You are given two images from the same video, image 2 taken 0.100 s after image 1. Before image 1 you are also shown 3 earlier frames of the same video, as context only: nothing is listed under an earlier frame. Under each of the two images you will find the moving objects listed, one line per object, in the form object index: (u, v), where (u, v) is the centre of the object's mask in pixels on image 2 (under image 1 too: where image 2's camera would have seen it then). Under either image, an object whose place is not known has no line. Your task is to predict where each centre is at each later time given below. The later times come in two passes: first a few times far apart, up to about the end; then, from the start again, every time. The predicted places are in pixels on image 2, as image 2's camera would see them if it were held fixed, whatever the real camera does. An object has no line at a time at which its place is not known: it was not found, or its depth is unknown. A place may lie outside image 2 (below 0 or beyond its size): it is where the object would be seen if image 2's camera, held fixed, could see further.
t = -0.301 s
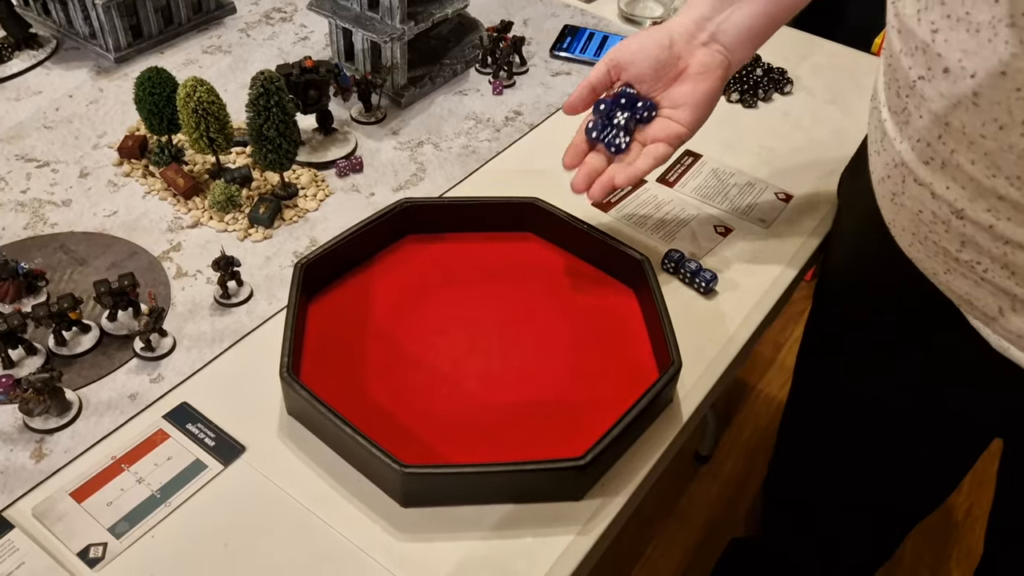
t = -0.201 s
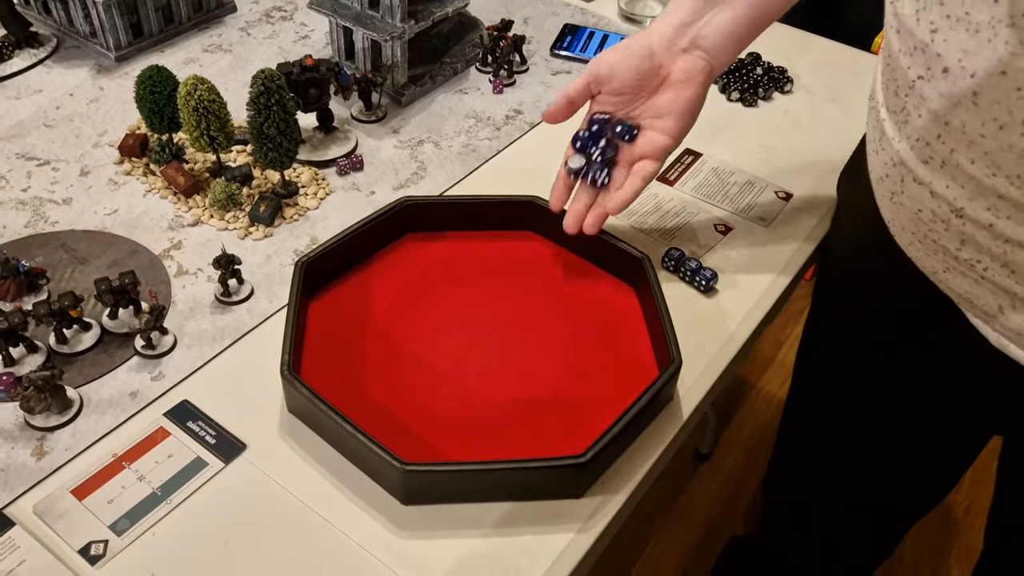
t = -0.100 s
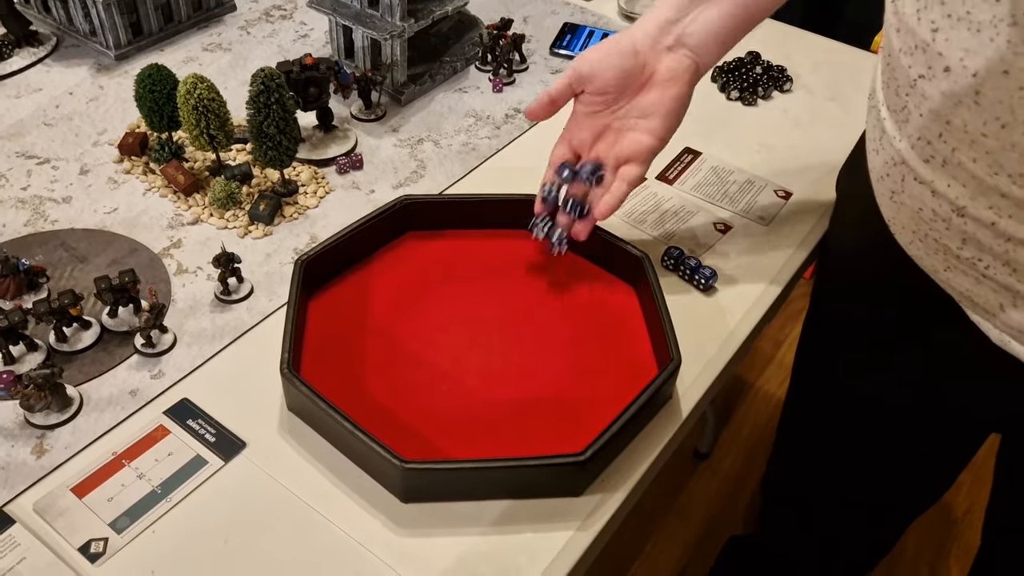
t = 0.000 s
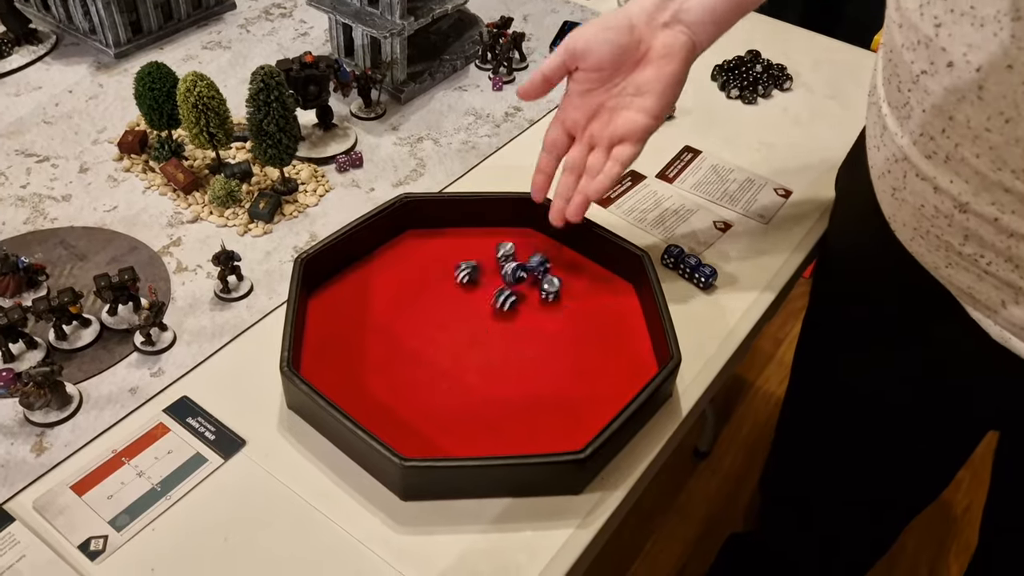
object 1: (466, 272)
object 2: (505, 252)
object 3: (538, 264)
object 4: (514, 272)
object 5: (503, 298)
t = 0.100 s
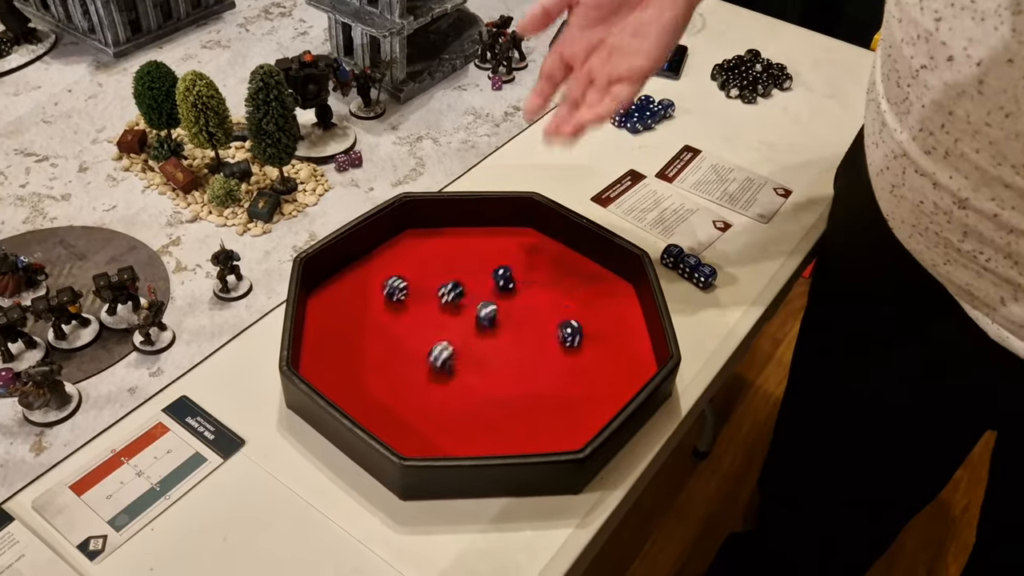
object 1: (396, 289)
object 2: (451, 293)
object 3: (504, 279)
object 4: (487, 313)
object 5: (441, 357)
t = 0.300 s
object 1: (319, 342)
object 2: (381, 362)
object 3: (484, 317)
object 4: (443, 372)
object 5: (383, 431)
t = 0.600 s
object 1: (333, 348)
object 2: (372, 376)
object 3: (487, 342)
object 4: (481, 405)
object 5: (385, 430)
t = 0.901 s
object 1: (333, 347)
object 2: (372, 376)
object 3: (487, 343)
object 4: (483, 411)
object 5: (385, 430)
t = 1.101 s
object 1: (333, 347)
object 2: (372, 376)
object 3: (487, 343)
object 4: (483, 411)
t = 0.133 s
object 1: (375, 298)
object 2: (434, 304)
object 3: (497, 284)
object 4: (477, 327)
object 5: (423, 376)
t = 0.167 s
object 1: (358, 308)
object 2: (420, 316)
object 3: (492, 290)
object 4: (467, 338)
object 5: (408, 391)
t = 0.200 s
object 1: (342, 320)
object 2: (405, 329)
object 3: (490, 297)
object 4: (458, 346)
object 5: (392, 418)
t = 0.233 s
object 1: (324, 329)
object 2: (395, 340)
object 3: (487, 303)
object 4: (449, 354)
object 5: (381, 427)
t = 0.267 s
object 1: (313, 335)
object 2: (387, 351)
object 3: (485, 309)
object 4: (446, 363)
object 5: (378, 430)
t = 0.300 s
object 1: (319, 342)
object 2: (381, 362)
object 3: (484, 317)
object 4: (443, 372)
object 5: (383, 431)
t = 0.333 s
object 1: (326, 347)
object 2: (375, 366)
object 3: (486, 320)
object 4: (443, 381)
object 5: (384, 431)
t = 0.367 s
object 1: (331, 348)
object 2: (370, 371)
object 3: (487, 324)
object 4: (446, 387)
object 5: (384, 430)
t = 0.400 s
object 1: (333, 348)
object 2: (364, 374)
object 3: (489, 330)
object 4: (450, 394)
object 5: (385, 430)
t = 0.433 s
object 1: (332, 347)
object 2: (360, 373)
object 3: (492, 334)
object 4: (456, 400)
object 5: (385, 430)
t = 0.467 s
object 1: (333, 347)
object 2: (359, 373)
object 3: (494, 336)
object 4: (463, 403)
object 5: (384, 430)
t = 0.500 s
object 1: (332, 348)
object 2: (361, 373)
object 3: (493, 339)
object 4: (468, 405)
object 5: (384, 430)
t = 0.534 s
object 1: (333, 348)
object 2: (365, 375)
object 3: (491, 342)
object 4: (475, 407)
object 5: (385, 430)
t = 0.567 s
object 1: (333, 347)
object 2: (371, 375)
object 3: (488, 343)
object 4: (480, 406)
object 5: (385, 431)
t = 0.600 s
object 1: (333, 348)
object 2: (372, 376)
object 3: (487, 342)
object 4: (481, 405)
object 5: (385, 430)
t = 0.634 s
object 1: (333, 347)
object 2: (372, 376)
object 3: (487, 342)
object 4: (481, 405)
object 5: (385, 430)
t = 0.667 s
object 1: (333, 347)
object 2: (372, 376)
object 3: (487, 343)
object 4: (480, 407)
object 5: (385, 431)
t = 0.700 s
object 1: (333, 347)
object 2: (372, 376)
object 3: (487, 343)
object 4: (482, 408)
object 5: (385, 431)
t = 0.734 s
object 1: (333, 347)
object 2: (373, 376)
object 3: (487, 343)
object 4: (483, 411)
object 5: (385, 430)
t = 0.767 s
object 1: (333, 347)
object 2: (373, 376)
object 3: (487, 343)
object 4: (483, 411)
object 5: (385, 430)
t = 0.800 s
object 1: (333, 347)
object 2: (373, 376)
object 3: (487, 343)
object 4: (483, 411)
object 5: (385, 431)
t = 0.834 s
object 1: (333, 347)
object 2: (373, 376)
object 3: (487, 343)
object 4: (483, 411)
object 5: (385, 430)
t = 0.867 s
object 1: (332, 347)
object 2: (372, 376)
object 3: (487, 342)
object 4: (483, 411)
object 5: (384, 430)
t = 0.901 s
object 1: (333, 347)
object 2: (372, 376)
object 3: (487, 343)
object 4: (483, 411)
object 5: (385, 430)
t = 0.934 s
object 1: (332, 347)
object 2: (372, 376)
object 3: (487, 342)
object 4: (483, 411)
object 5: (385, 431)
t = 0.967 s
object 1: (333, 347)
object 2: (372, 376)
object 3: (487, 342)
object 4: (483, 411)
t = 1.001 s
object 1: (333, 347)
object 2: (372, 376)
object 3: (487, 343)
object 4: (483, 411)
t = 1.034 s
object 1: (333, 347)
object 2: (372, 376)
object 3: (487, 343)
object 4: (483, 411)
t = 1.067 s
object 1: (333, 347)
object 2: (372, 376)
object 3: (487, 343)
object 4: (483, 411)
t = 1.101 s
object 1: (333, 347)
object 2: (372, 376)
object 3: (487, 343)
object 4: (483, 411)
